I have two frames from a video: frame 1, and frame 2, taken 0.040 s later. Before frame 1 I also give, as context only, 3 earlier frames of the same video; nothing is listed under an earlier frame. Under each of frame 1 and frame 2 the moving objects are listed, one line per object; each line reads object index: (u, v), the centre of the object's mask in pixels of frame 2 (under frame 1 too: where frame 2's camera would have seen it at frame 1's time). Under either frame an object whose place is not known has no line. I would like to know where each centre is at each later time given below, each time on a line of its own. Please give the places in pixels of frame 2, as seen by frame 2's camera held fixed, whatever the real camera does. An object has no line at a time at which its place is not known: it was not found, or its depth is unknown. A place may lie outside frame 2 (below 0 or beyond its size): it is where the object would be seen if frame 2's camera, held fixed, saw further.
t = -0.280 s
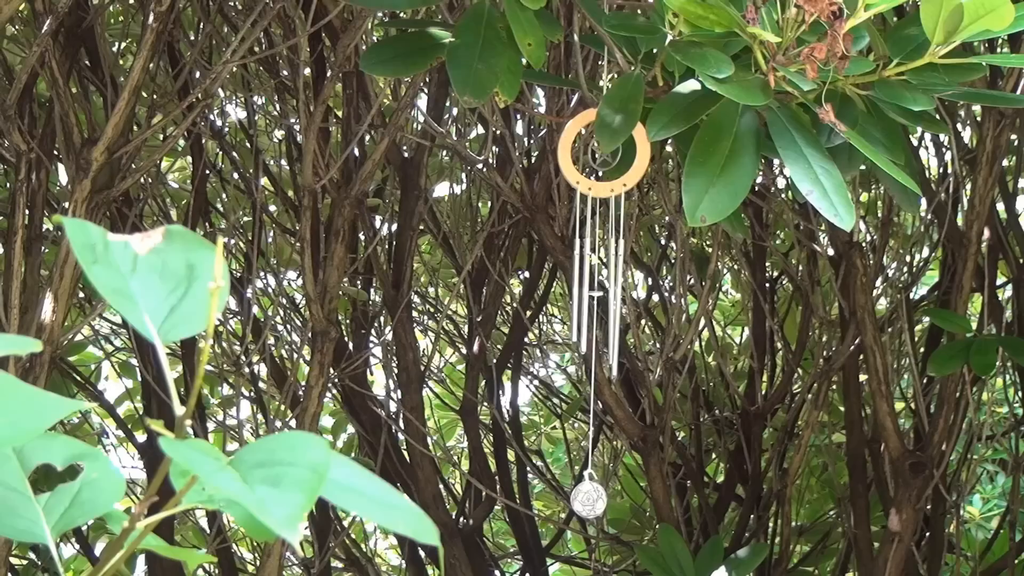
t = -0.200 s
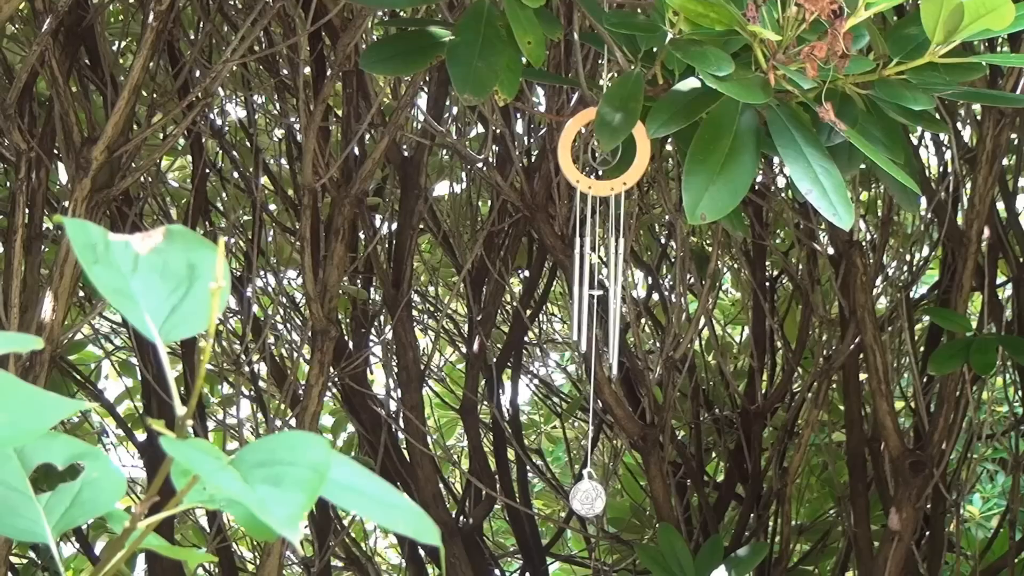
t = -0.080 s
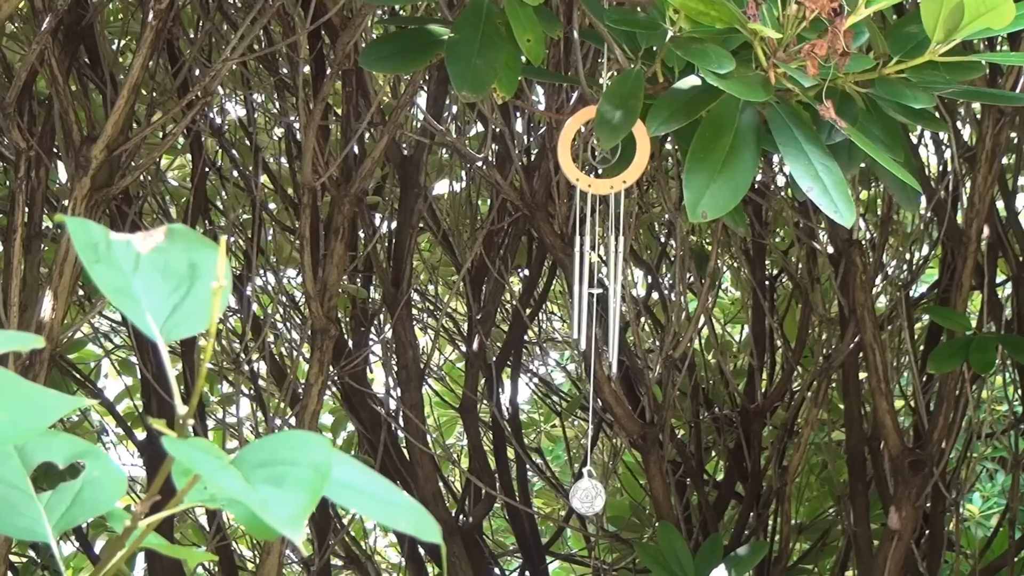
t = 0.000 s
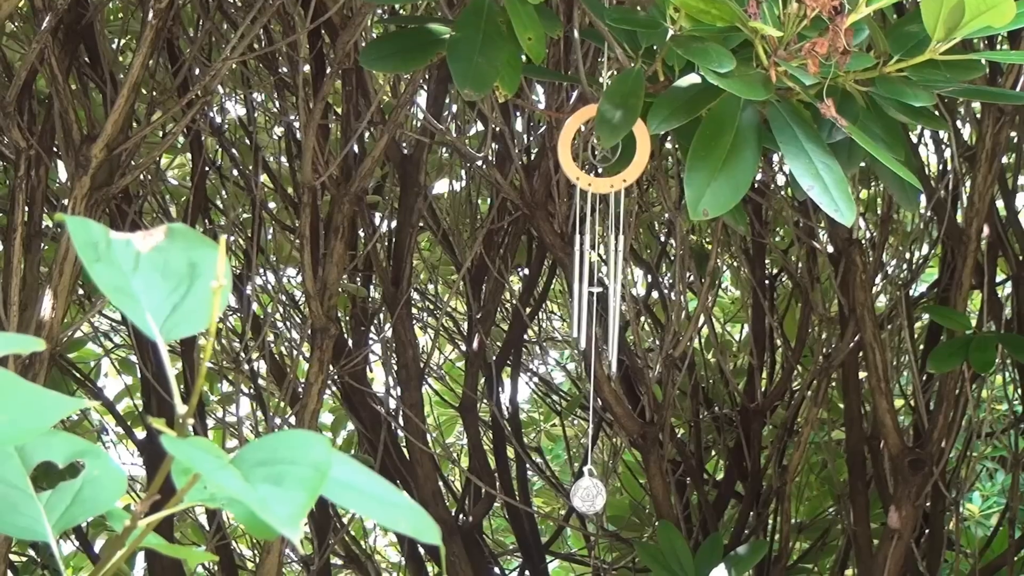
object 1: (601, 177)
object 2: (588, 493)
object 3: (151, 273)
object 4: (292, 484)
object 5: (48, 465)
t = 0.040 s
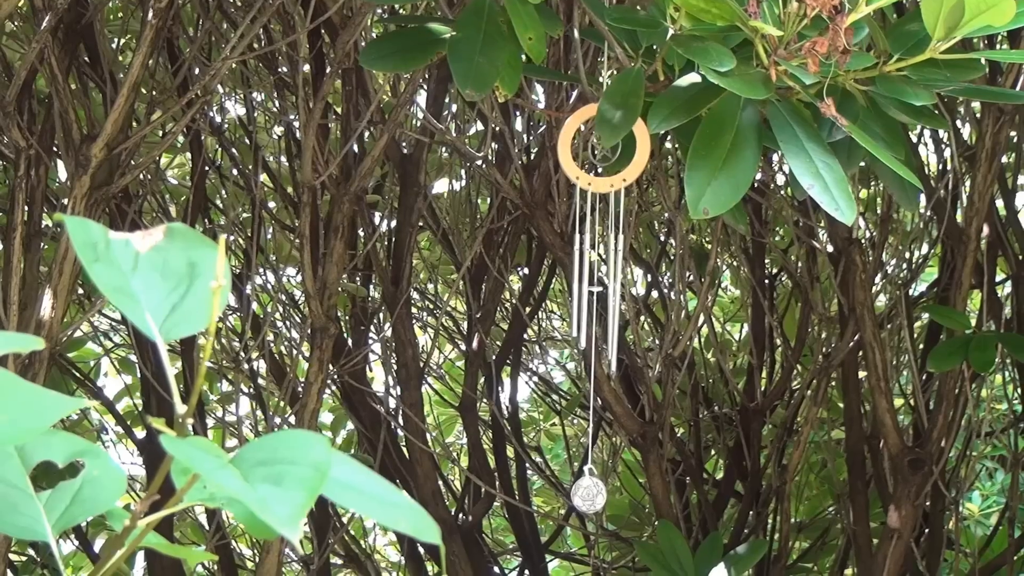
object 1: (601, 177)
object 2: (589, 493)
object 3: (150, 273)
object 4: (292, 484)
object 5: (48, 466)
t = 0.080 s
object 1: (601, 177)
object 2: (589, 493)
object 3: (150, 273)
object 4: (292, 485)
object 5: (49, 466)
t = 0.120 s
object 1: (598, 177)
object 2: (590, 493)
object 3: (150, 273)
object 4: (292, 485)
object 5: (48, 465)
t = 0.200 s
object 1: (606, 177)
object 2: (592, 493)
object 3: (150, 273)
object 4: (292, 485)
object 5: (48, 466)
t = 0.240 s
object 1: (598, 177)
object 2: (592, 493)
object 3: (149, 273)
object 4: (290, 484)
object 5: (47, 466)
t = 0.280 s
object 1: (599, 177)
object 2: (593, 493)
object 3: (148, 273)
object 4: (290, 484)
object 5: (47, 467)
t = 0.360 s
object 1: (600, 177)
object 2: (594, 493)
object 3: (147, 273)
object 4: (289, 485)
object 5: (46, 466)
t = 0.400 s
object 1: (603, 177)
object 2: (594, 493)
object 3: (147, 273)
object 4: (289, 485)
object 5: (46, 467)
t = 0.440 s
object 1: (599, 177)
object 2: (594, 493)
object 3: (147, 274)
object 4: (289, 486)
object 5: (46, 468)
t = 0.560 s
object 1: (603, 179)
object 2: (595, 494)
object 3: (148, 274)
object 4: (290, 487)
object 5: (47, 468)
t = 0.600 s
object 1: (604, 179)
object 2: (595, 495)
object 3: (148, 274)
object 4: (290, 487)
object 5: (47, 468)
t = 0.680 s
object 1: (606, 179)
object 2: (595, 495)
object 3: (148, 275)
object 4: (291, 488)
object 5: (46, 468)
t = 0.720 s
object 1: (603, 180)
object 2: (595, 495)
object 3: (149, 275)
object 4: (291, 488)
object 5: (46, 469)
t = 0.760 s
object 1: (601, 179)
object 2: (595, 495)
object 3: (148, 275)
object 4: (291, 488)
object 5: (45, 468)
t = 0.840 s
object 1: (605, 180)
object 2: (594, 496)
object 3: (148, 275)
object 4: (290, 488)
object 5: (44, 468)
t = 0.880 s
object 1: (604, 180)
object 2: (593, 496)
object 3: (149, 274)
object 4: (291, 487)
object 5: (45, 468)
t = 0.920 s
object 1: (605, 180)
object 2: (593, 496)
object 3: (150, 276)
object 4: (292, 489)
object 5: (45, 468)
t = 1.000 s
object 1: (606, 180)
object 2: (592, 496)
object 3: (151, 275)
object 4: (293, 487)
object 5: (42, 460)
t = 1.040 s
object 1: (606, 180)
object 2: (591, 496)
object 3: (150, 274)
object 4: (292, 487)
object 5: (42, 459)
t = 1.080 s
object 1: (603, 180)
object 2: (591, 496)
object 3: (151, 275)
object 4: (293, 487)
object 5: (42, 459)
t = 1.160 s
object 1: (605, 180)
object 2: (590, 496)
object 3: (152, 275)
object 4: (293, 488)
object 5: (43, 458)
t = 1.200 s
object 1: (606, 179)
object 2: (590, 496)
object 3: (153, 277)
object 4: (296, 489)
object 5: (43, 458)
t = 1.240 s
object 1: (607, 179)
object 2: (590, 496)
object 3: (155, 277)
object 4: (297, 490)
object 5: (43, 458)
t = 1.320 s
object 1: (607, 179)
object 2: (591, 496)
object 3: (159, 278)
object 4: (299, 492)
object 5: (44, 457)
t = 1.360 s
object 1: (602, 180)
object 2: (592, 496)
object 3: (159, 278)
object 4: (299, 492)
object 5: (44, 457)
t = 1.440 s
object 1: (605, 180)
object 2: (593, 496)
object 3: (159, 278)
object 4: (299, 491)
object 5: (45, 458)
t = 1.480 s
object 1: (605, 180)
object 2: (593, 496)
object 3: (159, 278)
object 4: (300, 491)
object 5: (45, 458)
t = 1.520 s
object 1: (607, 180)
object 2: (593, 496)
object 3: (158, 278)
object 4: (299, 490)
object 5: (44, 457)
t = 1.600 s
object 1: (607, 180)
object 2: (594, 497)
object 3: (158, 277)
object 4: (297, 489)
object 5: (44, 456)
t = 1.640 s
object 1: (602, 181)
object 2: (594, 497)
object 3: (158, 276)
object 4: (297, 489)
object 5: (44, 456)
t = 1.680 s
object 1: (605, 181)
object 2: (594, 497)
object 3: (157, 276)
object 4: (297, 489)
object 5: (44, 457)
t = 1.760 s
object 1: (603, 181)
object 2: (594, 497)
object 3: (156, 276)
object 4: (296, 488)
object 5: (43, 457)
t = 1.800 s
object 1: (606, 181)
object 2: (593, 497)
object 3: (155, 276)
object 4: (296, 488)
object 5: (43, 456)
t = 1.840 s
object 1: (606, 181)
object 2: (593, 497)
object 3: (155, 275)
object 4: (295, 488)
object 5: (43, 457)
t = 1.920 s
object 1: (606, 181)
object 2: (593, 498)
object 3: (156, 275)
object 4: (296, 488)
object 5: (43, 457)
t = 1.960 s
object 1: (606, 181)
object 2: (593, 498)
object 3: (156, 276)
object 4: (297, 488)
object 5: (43, 456)
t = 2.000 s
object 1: (604, 182)
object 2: (593, 498)
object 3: (158, 276)
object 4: (297, 489)
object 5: (43, 457)
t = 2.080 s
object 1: (609, 181)
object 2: (593, 498)
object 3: (160, 277)
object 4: (300, 490)
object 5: (44, 456)
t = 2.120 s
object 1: (604, 182)
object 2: (594, 498)
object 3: (161, 278)
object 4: (300, 490)
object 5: (45, 456)
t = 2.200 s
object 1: (604, 182)
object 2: (594, 498)
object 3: (163, 278)
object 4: (302, 491)
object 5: (45, 455)
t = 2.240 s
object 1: (609, 181)
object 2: (595, 497)
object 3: (164, 278)
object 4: (302, 491)
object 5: (45, 455)
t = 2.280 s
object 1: (604, 182)
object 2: (596, 497)
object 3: (165, 279)
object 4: (303, 491)
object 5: (45, 455)
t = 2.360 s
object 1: (602, 182)
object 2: (596, 497)
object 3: (165, 279)
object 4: (303, 491)
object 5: (45, 455)
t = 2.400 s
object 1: (601, 181)
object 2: (596, 497)
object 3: (164, 278)
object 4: (302, 491)
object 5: (45, 455)
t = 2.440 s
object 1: (605, 182)
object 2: (596, 498)
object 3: (164, 278)
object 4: (302, 490)
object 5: (44, 455)
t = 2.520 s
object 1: (601, 181)
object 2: (596, 498)
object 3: (164, 278)
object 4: (302, 490)
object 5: (44, 454)
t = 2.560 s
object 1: (601, 181)
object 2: (596, 498)
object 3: (164, 278)
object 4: (302, 490)
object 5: (44, 454)
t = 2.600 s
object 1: (602, 182)
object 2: (596, 498)
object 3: (164, 278)
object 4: (301, 490)
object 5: (44, 454)
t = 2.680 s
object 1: (601, 182)
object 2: (596, 498)
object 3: (164, 277)
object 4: (301, 490)
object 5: (43, 454)
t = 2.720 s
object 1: (603, 182)
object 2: (596, 498)
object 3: (164, 277)
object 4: (301, 490)
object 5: (43, 454)
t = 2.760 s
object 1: (601, 182)
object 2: (596, 498)
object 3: (164, 277)
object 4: (301, 490)
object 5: (43, 453)
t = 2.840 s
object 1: (604, 182)
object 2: (596, 498)
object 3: (164, 278)
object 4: (301, 490)
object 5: (43, 454)
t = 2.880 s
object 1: (604, 182)
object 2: (596, 499)
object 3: (164, 278)
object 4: (301, 490)
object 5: (42, 453)
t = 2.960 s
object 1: (600, 182)
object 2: (595, 499)
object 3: (165, 278)
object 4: (302, 490)
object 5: (42, 452)
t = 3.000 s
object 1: (604, 183)
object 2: (595, 499)
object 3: (166, 277)
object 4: (302, 489)
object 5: (42, 451)
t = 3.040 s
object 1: (605, 183)
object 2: (595, 499)
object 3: (167, 277)
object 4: (303, 489)
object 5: (42, 451)
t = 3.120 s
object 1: (600, 183)
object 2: (594, 500)
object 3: (168, 277)
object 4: (303, 490)
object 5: (42, 451)
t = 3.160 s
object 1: (600, 184)
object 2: (594, 500)
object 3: (168, 278)
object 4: (303, 490)
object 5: (42, 450)
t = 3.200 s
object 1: (609, 184)
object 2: (594, 500)
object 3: (169, 278)
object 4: (303, 490)
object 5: (42, 450)
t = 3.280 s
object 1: (609, 185)
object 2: (594, 501)
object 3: (170, 278)
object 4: (304, 490)
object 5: (41, 449)
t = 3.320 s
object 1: (601, 185)
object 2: (595, 501)
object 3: (170, 278)
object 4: (305, 490)
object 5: (41, 448)
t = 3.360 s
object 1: (603, 185)
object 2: (595, 501)
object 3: (171, 278)
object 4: (305, 490)
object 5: (41, 448)
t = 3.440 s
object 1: (609, 185)
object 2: (596, 501)
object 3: (171, 278)
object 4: (305, 490)
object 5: (41, 448)
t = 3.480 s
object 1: (605, 185)
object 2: (596, 501)
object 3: (171, 278)
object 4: (305, 490)
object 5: (41, 448)
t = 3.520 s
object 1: (610, 185)
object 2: (597, 503)
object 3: (171, 278)
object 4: (305, 490)
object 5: (41, 448)
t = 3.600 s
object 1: (612, 185)
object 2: (598, 503)
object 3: (170, 278)
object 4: (304, 491)
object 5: (40, 449)
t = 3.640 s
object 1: (611, 185)
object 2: (599, 503)
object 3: (170, 278)
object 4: (304, 491)
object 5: (40, 449)
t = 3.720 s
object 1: (611, 185)
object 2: (599, 503)
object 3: (169, 278)
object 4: (303, 490)
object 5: (40, 449)
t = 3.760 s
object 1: (606, 185)
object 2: (600, 503)
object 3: (168, 277)
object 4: (302, 489)
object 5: (39, 448)
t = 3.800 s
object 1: (604, 185)
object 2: (600, 503)
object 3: (168, 277)
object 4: (302, 489)
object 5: (39, 449)
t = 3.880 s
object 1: (612, 184)
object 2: (600, 502)
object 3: (168, 278)
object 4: (302, 490)
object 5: (39, 449)
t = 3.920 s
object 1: (610, 185)
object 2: (600, 502)
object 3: (168, 278)
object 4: (302, 490)
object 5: (39, 449)
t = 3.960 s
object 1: (611, 184)
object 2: (599, 502)
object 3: (168, 278)
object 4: (302, 490)
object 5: (39, 449)
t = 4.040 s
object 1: (608, 185)
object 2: (599, 502)
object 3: (169, 278)
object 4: (303, 490)
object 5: (39, 449)
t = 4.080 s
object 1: (613, 184)
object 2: (599, 502)
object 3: (169, 279)
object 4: (303, 490)
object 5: (39, 449)
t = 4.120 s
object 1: (610, 184)
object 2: (599, 500)
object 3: (170, 279)
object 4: (304, 491)
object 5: (39, 448)
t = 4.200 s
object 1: (609, 185)
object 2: (599, 500)
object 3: (172, 279)
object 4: (305, 491)
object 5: (40, 448)
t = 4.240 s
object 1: (612, 184)
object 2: (599, 500)
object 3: (172, 279)
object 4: (305, 491)
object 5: (40, 448)
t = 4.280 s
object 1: (608, 185)
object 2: (599, 500)
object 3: (172, 279)
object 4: (305, 491)
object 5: (40, 448)
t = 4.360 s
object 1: (613, 184)
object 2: (599, 500)
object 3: (173, 279)
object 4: (306, 491)
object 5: (40, 447)
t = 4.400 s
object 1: (609, 185)
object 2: (599, 501)
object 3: (173, 279)
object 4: (306, 491)
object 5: (40, 447)
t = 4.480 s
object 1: (611, 185)
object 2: (599, 501)
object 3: (173, 279)
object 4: (305, 490)
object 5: (39, 447)
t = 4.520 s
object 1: (610, 185)
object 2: (599, 501)
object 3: (172, 278)
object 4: (305, 490)
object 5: (39, 447)
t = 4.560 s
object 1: (611, 185)
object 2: (598, 501)
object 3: (171, 278)
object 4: (304, 489)
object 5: (39, 447)
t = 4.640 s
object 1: (610, 185)
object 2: (598, 500)
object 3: (170, 277)
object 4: (304, 489)
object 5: (38, 447)
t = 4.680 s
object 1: (611, 185)
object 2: (598, 500)
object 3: (170, 277)
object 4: (304, 489)
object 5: (38, 447)
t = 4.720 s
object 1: (607, 186)
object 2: (598, 500)
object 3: (170, 278)
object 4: (304, 489)
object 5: (38, 447)
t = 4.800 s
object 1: (612, 185)
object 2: (598, 501)
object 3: (170, 278)
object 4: (304, 489)
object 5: (38, 447)
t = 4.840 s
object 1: (607, 186)
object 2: (598, 500)
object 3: (171, 278)
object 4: (304, 489)
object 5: (38, 447)
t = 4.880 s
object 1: (608, 185)
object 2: (599, 500)
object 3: (171, 278)
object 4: (304, 489)
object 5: (38, 447)
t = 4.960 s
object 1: (608, 185)
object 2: (599, 500)
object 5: (38, 446)
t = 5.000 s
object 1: (604, 185)
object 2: (600, 500)
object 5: (38, 446)
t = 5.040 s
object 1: (604, 185)
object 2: (600, 500)
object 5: (39, 446)
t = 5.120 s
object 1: (604, 185)
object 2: (601, 500)
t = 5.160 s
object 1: (609, 185)
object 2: (601, 500)
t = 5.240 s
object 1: (609, 185)
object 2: (601, 500)
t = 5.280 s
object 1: (609, 185)
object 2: (601, 500)
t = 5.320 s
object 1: (609, 185)
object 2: (602, 500)
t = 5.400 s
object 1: (607, 185)
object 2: (602, 500)
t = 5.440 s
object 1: (606, 185)
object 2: (602, 500)
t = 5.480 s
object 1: (606, 185)
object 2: (602, 500)
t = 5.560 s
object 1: (606, 185)
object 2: (602, 500)
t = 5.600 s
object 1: (613, 185)
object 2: (603, 500)
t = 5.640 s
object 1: (609, 185)
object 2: (603, 500)
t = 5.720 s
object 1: (607, 185)
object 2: (604, 500)
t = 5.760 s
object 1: (605, 184)
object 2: (604, 500)
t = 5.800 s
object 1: (607, 185)
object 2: (605, 500)
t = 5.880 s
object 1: (609, 185)
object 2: (605, 500)
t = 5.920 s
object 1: (609, 185)
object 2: (606, 500)
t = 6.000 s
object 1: (615, 185)
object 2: (606, 499)
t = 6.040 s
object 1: (615, 185)
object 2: (606, 500)
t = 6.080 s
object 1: (616, 185)
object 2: (607, 500)
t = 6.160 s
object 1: (617, 185)
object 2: (607, 499)
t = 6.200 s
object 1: (617, 185)
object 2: (607, 499)
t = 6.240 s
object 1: (618, 185)
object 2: (607, 499)
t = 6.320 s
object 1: (618, 185)
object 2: (608, 499)
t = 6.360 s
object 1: (617, 185)
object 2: (609, 499)
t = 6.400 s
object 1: (617, 185)
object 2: (609, 499)
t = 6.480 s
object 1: (619, 185)
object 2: (611, 499)
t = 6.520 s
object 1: (619, 185)
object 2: (611, 499)
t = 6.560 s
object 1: (619, 185)
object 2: (612, 498)
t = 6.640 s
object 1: (619, 185)
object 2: (613, 498)
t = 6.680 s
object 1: (619, 185)
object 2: (613, 498)
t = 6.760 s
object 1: (620, 185)
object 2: (614, 498)
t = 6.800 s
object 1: (620, 184)
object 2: (614, 498)
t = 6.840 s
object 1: (621, 184)
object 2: (614, 497)
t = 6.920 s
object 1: (618, 185)
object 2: (614, 498)
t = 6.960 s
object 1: (619, 185)
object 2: (614, 498)
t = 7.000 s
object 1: (618, 185)
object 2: (614, 498)
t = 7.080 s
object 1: (614, 185)
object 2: (613, 498)
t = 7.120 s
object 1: (614, 185)
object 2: (613, 498)
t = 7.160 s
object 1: (614, 185)
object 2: (613, 498)
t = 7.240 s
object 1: (615, 185)
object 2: (613, 498)
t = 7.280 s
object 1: (615, 185)
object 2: (613, 499)
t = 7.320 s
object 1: (615, 185)
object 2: (613, 499)
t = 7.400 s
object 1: (614, 185)
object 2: (613, 499)
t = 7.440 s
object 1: (613, 185)
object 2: (613, 499)
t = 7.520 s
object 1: (614, 185)
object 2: (613, 499)
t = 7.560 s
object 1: (616, 185)
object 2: (613, 498)
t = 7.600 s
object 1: (617, 185)
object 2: (613, 498)
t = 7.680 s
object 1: (615, 184)
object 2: (612, 498)
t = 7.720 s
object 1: (617, 184)
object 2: (612, 498)
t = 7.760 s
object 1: (622, 184)
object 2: (612, 497)
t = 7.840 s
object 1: (617, 184)
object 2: (612, 497)
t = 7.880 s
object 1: (614, 183)
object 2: (612, 497)
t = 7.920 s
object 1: (614, 183)
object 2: (612, 497)
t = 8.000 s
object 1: (614, 183)
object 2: (612, 497)
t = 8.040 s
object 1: (612, 183)
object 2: (612, 497)
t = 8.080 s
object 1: (614, 183)
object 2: (613, 497)
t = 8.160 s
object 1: (618, 184)
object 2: (614, 497)
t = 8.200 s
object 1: (617, 184)
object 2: (614, 498)
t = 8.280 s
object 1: (614, 184)
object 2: (615, 498)
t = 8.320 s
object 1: (617, 184)
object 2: (615, 498)
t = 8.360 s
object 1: (615, 184)
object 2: (615, 498)
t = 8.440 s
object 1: (618, 184)
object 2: (614, 498)
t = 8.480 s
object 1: (615, 184)
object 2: (614, 498)
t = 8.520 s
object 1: (617, 184)
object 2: (614, 498)
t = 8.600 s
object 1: (615, 184)
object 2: (613, 498)
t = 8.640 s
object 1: (621, 184)
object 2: (613, 498)
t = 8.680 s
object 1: (613, 184)
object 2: (613, 498)
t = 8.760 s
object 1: (617, 184)
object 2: (612, 498)
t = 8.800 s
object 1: (618, 184)
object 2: (613, 498)
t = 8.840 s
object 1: (615, 184)
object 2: (613, 498)
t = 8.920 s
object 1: (620, 184)
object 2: (614, 497)
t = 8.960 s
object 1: (617, 183)
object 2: (615, 496)
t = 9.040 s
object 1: (622, 183)
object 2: (616, 495)
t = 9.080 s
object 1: (618, 183)
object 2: (618, 494)
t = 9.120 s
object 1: (620, 183)
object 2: (618, 493)
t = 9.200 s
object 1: (621, 182)
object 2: (622, 494)
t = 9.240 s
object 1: (620, 182)
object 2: (623, 494)
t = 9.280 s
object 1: (619, 181)
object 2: (624, 495)
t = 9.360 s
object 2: (626, 495)
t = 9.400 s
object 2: (626, 495)
